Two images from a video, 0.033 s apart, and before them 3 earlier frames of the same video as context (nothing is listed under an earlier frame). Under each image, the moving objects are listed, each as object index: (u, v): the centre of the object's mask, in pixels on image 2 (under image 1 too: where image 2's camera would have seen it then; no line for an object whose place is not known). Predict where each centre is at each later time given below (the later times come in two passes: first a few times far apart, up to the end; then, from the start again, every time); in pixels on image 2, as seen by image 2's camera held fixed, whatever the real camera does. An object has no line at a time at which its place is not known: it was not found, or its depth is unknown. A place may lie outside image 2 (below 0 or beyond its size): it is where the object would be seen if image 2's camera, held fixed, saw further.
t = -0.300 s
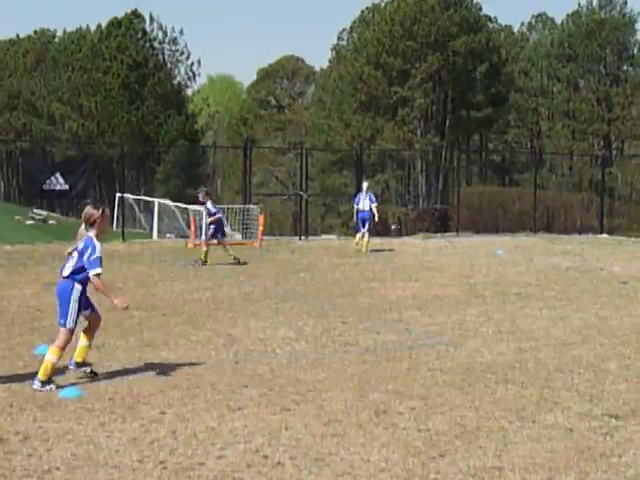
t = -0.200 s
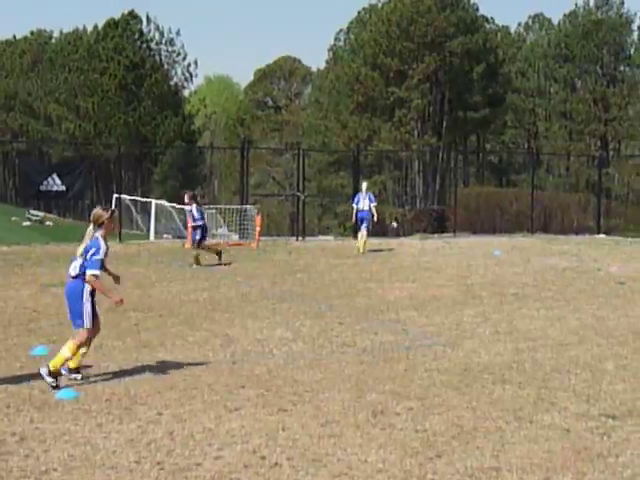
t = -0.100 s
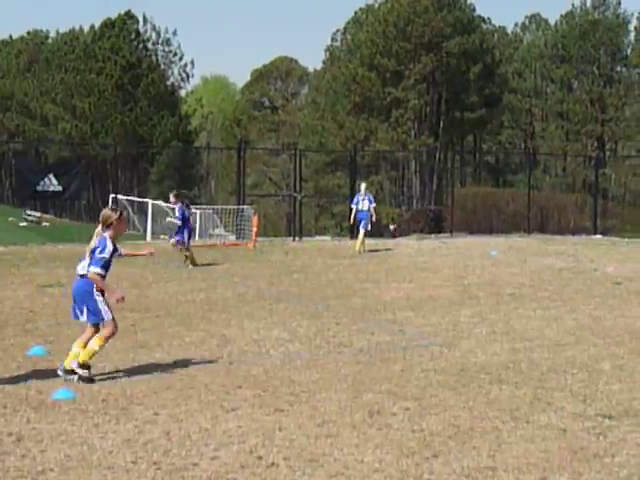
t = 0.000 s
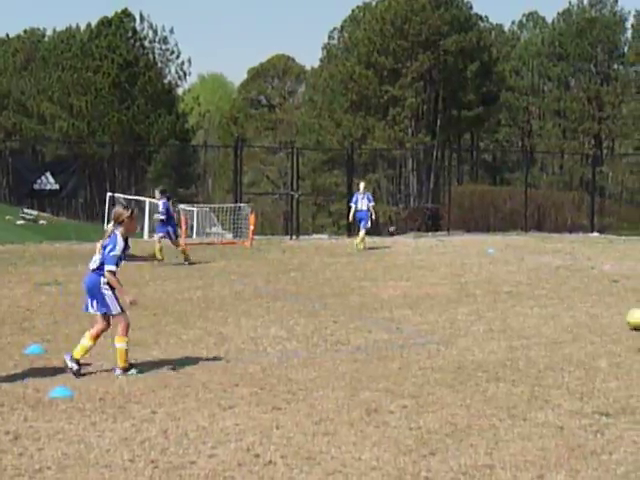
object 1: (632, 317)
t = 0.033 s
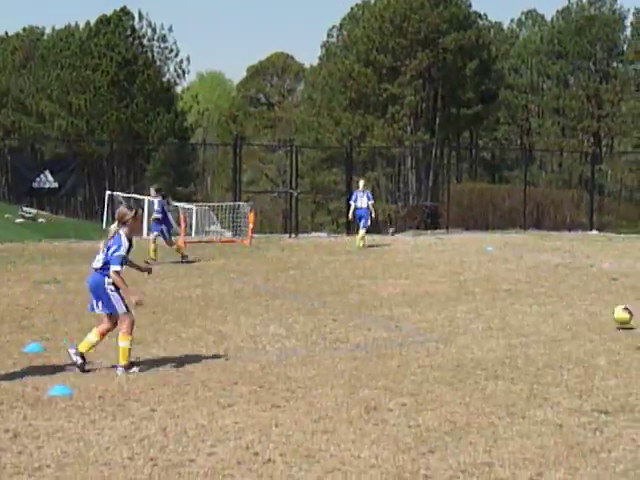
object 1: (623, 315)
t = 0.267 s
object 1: (531, 326)
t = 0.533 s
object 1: (418, 335)
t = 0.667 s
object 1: (359, 339)
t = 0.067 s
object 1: (609, 316)
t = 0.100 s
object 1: (597, 317)
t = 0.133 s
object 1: (584, 318)
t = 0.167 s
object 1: (571, 321)
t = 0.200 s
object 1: (557, 326)
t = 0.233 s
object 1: (544, 326)
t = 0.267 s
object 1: (531, 326)
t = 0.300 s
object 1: (517, 326)
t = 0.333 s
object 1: (503, 330)
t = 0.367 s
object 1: (489, 331)
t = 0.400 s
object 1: (475, 331)
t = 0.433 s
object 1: (461, 332)
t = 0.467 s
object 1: (447, 334)
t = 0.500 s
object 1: (433, 335)
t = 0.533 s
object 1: (418, 335)
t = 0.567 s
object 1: (403, 336)
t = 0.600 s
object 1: (388, 339)
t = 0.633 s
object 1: (374, 339)
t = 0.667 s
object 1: (359, 339)
